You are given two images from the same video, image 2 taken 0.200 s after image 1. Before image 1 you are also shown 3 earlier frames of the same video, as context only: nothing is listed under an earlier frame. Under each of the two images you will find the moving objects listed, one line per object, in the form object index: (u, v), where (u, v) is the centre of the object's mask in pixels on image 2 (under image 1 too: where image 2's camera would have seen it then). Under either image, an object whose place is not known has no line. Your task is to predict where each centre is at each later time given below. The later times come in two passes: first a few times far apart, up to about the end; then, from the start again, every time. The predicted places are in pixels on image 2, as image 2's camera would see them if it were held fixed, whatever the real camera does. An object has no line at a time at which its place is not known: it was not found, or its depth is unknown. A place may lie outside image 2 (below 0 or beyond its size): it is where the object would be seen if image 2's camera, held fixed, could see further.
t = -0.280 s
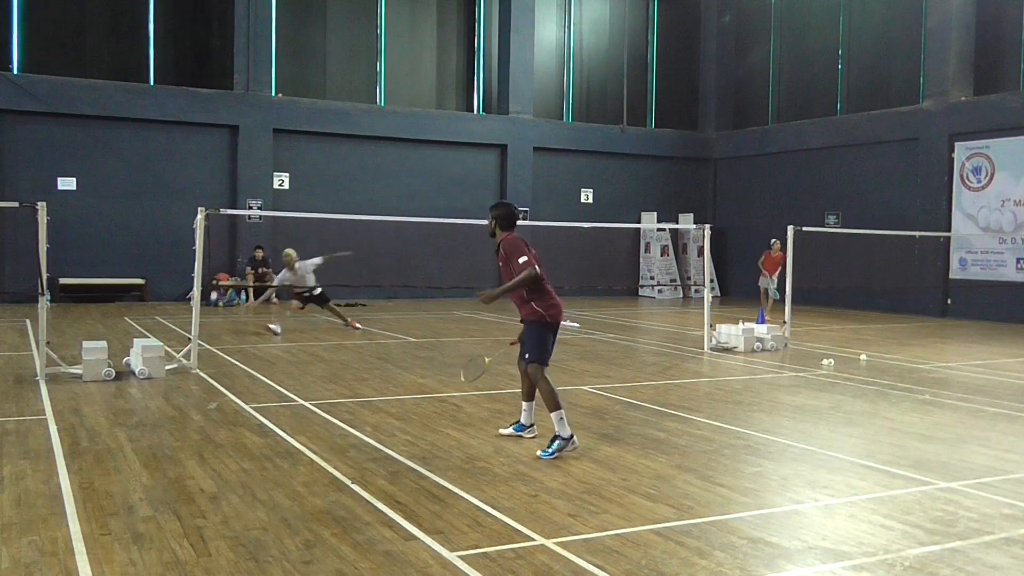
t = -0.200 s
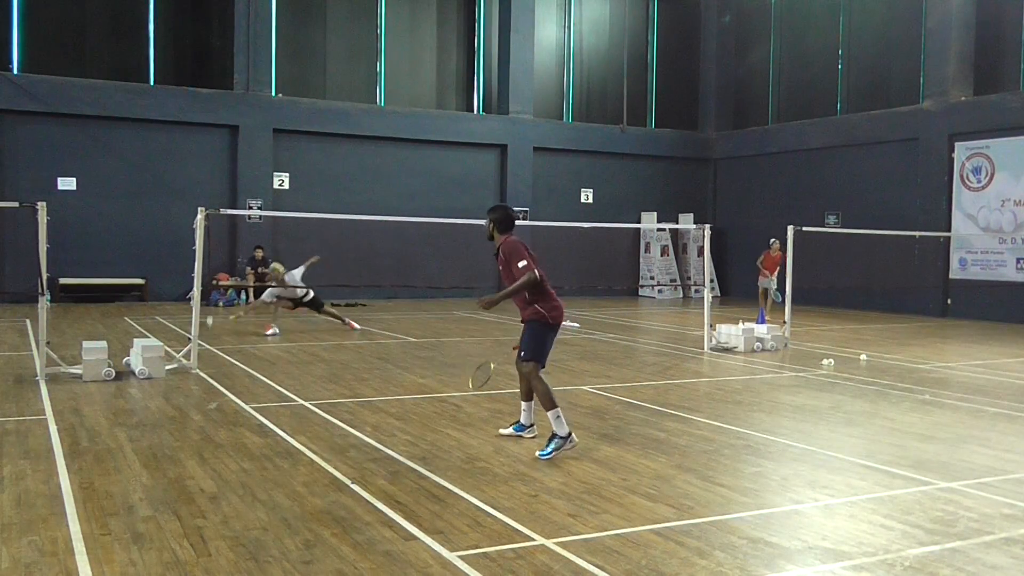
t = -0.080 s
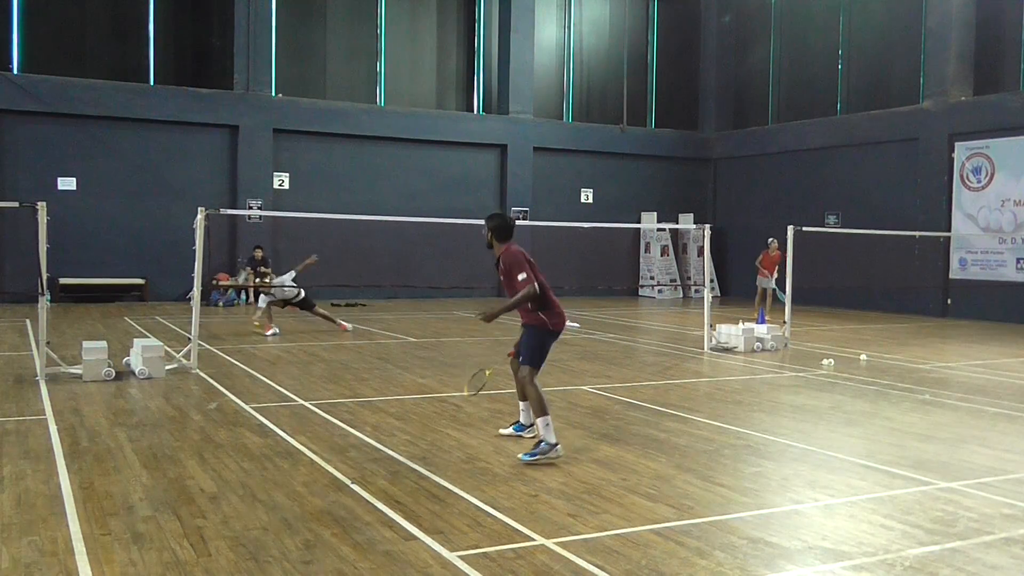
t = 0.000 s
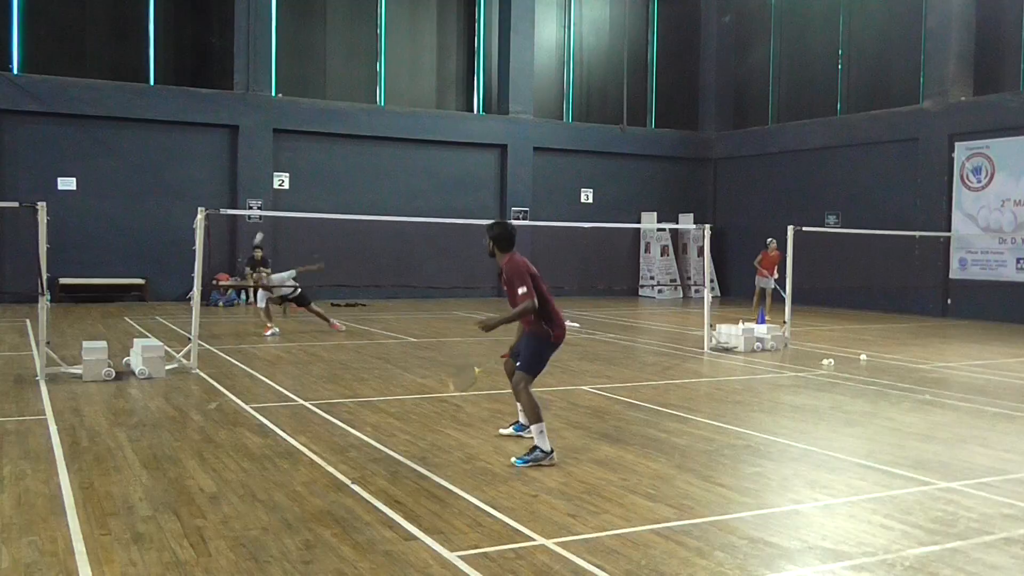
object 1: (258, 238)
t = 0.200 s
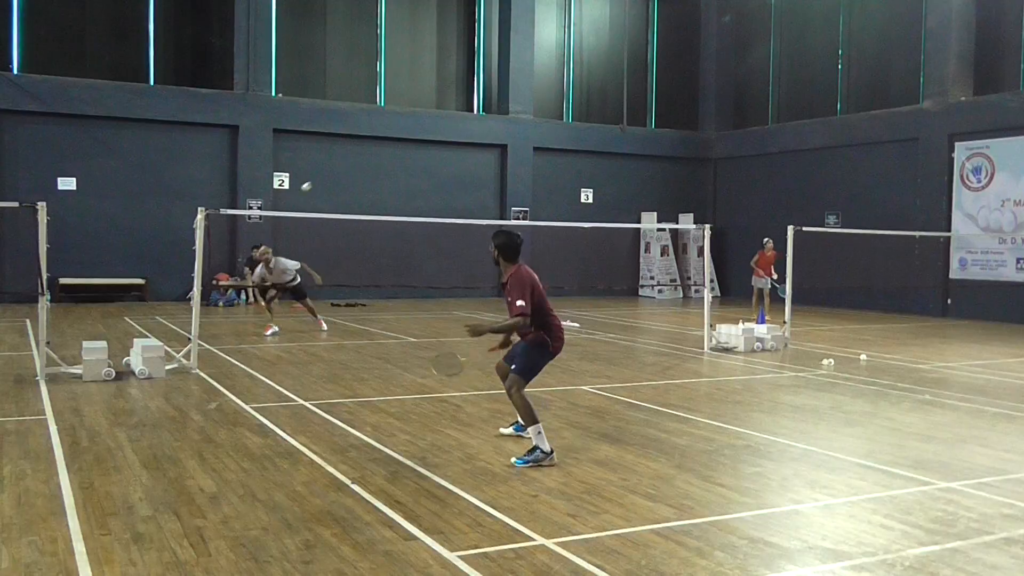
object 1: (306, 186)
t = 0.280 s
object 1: (323, 175)
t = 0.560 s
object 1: (377, 191)
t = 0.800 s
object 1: (417, 272)
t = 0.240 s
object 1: (315, 180)
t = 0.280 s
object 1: (323, 175)
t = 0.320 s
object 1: (331, 172)
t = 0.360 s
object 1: (339, 171)
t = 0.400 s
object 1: (347, 172)
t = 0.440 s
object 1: (354, 174)
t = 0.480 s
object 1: (362, 178)
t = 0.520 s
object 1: (369, 183)
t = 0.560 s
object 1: (377, 191)
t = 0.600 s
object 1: (384, 200)
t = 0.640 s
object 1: (391, 211)
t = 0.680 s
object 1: (399, 225)
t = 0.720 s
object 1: (405, 238)
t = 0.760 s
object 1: (411, 254)
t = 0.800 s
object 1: (417, 272)
